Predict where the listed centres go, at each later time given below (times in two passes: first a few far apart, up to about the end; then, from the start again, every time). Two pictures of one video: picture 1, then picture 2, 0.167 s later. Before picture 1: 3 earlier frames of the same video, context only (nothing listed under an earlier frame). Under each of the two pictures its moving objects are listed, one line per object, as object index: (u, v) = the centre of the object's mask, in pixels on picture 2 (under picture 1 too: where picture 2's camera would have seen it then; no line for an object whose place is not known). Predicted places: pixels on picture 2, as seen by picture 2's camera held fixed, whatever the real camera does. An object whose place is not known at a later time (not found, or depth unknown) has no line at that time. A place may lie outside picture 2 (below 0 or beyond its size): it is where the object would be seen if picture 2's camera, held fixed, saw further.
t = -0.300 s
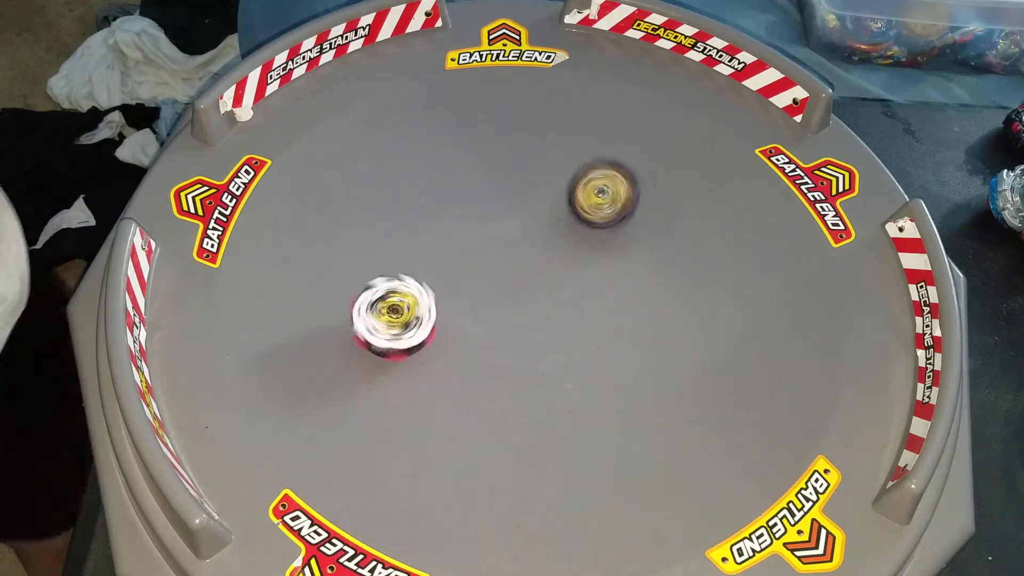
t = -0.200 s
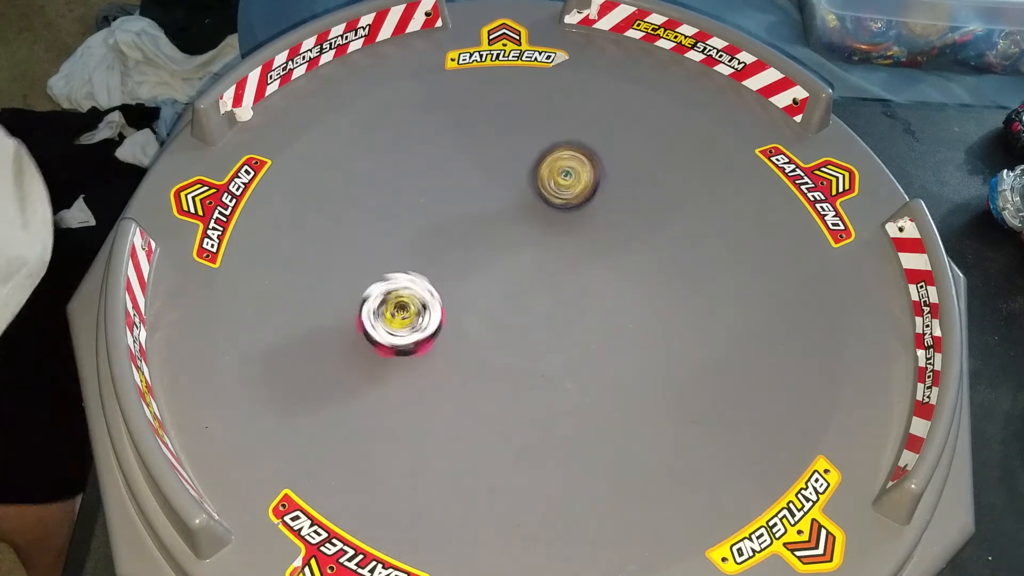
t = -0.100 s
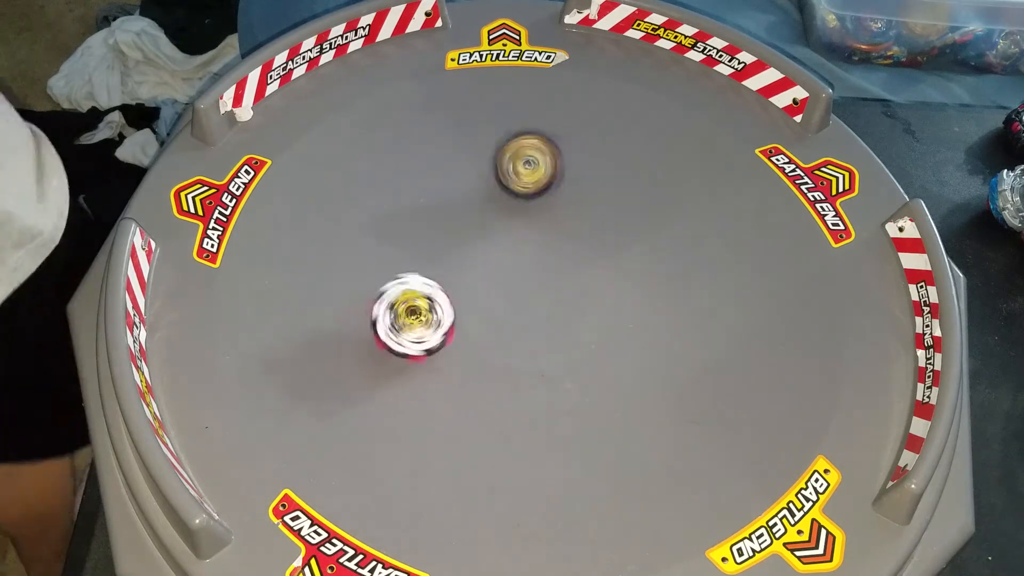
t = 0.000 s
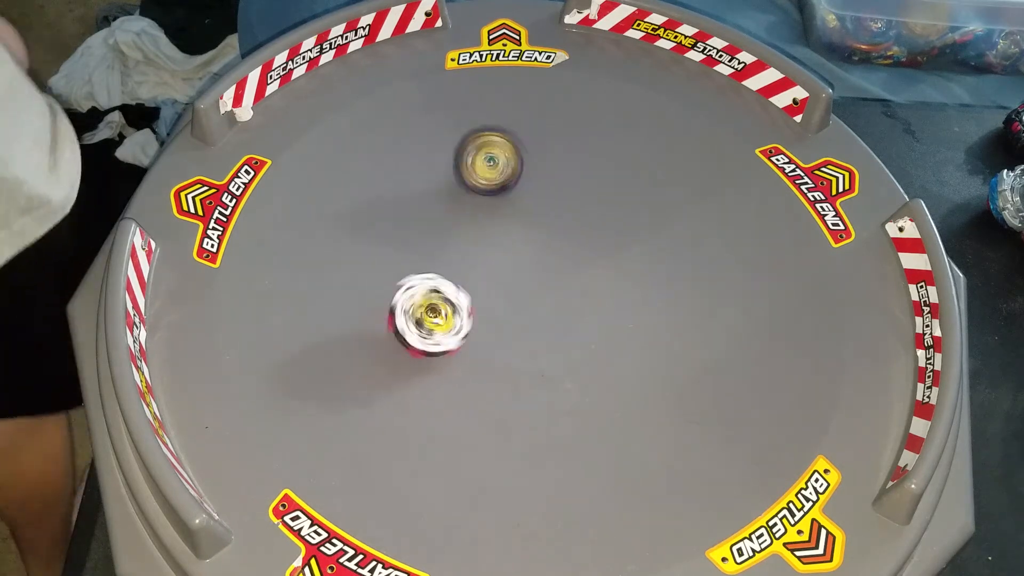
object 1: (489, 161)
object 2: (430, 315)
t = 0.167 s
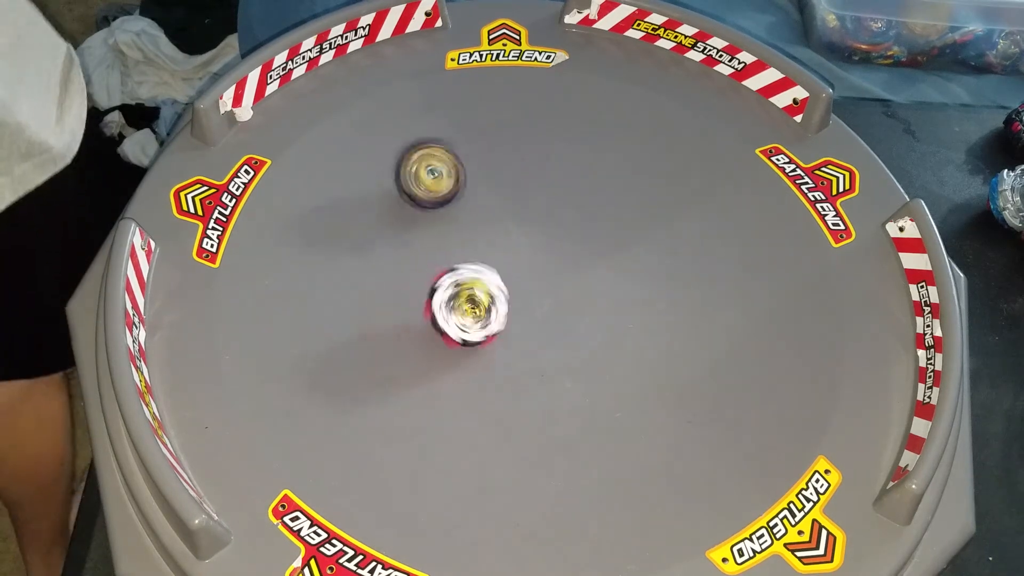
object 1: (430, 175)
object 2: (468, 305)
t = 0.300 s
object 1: (394, 201)
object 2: (505, 296)
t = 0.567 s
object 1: (373, 284)
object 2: (569, 275)
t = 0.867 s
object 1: (449, 375)
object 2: (578, 274)
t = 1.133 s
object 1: (566, 394)
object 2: (578, 274)
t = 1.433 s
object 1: (655, 333)
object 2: (578, 274)
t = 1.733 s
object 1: (654, 242)
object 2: (563, 270)
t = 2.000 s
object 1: (590, 189)
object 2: (556, 267)
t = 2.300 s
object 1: (488, 193)
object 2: (556, 267)
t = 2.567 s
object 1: (430, 251)
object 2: (556, 267)
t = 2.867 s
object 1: (452, 341)
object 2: (556, 267)
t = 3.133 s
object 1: (540, 383)
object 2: (556, 267)
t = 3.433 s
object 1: (626, 353)
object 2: (556, 267)
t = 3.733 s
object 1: (644, 272)
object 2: (539, 272)
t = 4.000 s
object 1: (610, 224)
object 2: (498, 296)
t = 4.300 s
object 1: (545, 236)
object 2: (502, 298)
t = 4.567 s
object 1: (542, 253)
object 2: (493, 323)
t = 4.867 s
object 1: (551, 265)
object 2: (488, 327)
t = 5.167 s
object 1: (548, 270)
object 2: (488, 327)
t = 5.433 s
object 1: (550, 279)
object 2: (488, 327)
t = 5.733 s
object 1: (549, 279)
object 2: (488, 327)
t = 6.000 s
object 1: (533, 274)
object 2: (482, 340)
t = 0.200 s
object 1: (420, 180)
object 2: (477, 304)
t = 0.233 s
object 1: (410, 186)
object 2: (485, 304)
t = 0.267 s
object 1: (402, 193)
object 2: (495, 300)
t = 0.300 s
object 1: (394, 201)
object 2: (505, 296)
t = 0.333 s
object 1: (387, 210)
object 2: (517, 295)
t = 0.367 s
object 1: (381, 218)
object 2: (527, 293)
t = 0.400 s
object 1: (377, 228)
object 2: (536, 290)
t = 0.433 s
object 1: (373, 239)
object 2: (545, 286)
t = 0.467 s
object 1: (372, 250)
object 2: (552, 281)
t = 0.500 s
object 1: (371, 261)
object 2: (559, 277)
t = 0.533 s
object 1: (371, 272)
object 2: (564, 275)
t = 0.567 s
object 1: (373, 284)
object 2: (569, 275)
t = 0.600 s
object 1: (378, 296)
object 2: (572, 274)
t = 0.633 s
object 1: (383, 308)
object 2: (575, 274)
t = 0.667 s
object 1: (389, 319)
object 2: (577, 274)
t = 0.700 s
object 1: (396, 330)
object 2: (578, 274)
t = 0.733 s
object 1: (404, 341)
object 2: (578, 274)
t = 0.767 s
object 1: (414, 350)
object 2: (578, 274)
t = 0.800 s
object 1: (426, 360)
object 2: (578, 274)
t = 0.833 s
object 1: (437, 368)
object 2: (578, 274)
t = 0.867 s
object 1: (449, 375)
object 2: (578, 274)
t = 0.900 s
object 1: (463, 382)
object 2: (578, 274)
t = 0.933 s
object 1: (478, 387)
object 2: (578, 274)
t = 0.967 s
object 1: (493, 391)
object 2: (578, 274)
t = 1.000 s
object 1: (506, 394)
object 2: (578, 274)
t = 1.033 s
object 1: (522, 396)
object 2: (578, 274)
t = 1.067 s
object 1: (537, 396)
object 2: (578, 274)
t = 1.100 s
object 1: (552, 396)
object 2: (578, 274)
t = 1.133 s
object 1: (566, 394)
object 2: (578, 274)
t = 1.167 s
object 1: (579, 390)
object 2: (578, 274)
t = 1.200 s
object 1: (593, 386)
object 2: (578, 274)
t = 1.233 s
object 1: (606, 381)
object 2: (578, 274)
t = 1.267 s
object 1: (616, 375)
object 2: (578, 274)
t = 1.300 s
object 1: (626, 367)
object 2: (578, 274)
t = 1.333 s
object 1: (636, 360)
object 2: (578, 274)
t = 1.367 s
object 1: (643, 352)
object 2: (578, 274)
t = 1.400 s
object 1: (649, 343)
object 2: (578, 274)
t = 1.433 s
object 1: (655, 333)
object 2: (578, 274)
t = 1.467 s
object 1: (659, 324)
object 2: (578, 274)
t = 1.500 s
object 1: (660, 314)
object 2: (578, 274)
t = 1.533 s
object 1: (662, 304)
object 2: (578, 274)
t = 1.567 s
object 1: (661, 293)
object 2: (578, 274)
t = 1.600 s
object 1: (660, 282)
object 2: (577, 274)
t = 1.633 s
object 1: (663, 272)
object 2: (572, 274)
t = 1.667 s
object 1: (661, 261)
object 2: (569, 273)
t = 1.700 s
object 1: (659, 252)
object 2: (566, 272)
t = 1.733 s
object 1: (654, 242)
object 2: (563, 270)
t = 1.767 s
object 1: (650, 234)
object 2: (559, 268)
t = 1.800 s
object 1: (644, 225)
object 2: (556, 266)
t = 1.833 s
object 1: (637, 217)
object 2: (556, 265)
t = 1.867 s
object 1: (629, 210)
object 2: (555, 264)
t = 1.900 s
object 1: (620, 203)
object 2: (556, 264)
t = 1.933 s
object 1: (611, 198)
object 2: (556, 266)
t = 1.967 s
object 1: (601, 193)
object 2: (556, 267)
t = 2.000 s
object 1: (590, 189)
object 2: (556, 267)
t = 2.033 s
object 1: (579, 186)
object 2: (556, 267)
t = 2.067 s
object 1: (568, 184)
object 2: (556, 267)
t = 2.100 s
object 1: (557, 183)
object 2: (556, 267)
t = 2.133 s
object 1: (544, 182)
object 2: (556, 267)
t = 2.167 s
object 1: (533, 183)
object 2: (556, 267)
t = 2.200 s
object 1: (521, 184)
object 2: (556, 267)
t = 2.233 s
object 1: (510, 186)
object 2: (556, 267)
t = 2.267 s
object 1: (499, 189)
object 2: (556, 267)
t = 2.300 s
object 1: (488, 193)
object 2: (556, 267)
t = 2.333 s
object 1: (478, 197)
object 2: (556, 267)
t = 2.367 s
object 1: (469, 203)
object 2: (556, 267)
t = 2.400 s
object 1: (460, 210)
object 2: (556, 267)
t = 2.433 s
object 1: (452, 217)
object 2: (556, 267)
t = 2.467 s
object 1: (444, 224)
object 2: (556, 267)
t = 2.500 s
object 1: (439, 233)
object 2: (556, 267)
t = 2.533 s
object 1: (434, 242)
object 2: (556, 267)
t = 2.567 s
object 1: (430, 251)
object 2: (556, 267)
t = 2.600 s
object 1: (427, 261)
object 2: (556, 267)
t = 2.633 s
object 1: (426, 271)
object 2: (556, 267)
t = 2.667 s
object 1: (426, 282)
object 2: (556, 267)
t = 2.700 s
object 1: (427, 291)
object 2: (556, 267)
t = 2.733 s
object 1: (430, 303)
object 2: (556, 267)
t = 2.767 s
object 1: (432, 312)
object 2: (556, 267)
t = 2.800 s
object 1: (438, 323)
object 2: (556, 267)
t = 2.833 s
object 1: (444, 332)
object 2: (556, 267)
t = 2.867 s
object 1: (452, 341)
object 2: (556, 267)
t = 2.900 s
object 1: (460, 349)
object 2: (556, 267)
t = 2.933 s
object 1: (470, 357)
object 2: (556, 267)
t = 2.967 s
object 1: (479, 363)
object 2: (556, 267)
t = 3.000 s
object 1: (491, 369)
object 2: (556, 267)
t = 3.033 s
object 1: (502, 374)
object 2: (556, 267)
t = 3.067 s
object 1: (516, 378)
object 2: (556, 267)
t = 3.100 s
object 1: (528, 382)
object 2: (556, 267)
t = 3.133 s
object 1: (540, 383)
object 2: (556, 267)
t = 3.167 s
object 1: (553, 384)
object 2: (556, 267)
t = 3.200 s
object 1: (564, 383)
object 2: (556, 267)
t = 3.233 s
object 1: (575, 382)
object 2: (556, 267)
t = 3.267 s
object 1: (587, 379)
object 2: (556, 267)
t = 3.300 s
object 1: (596, 376)
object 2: (556, 267)
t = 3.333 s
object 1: (606, 371)
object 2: (556, 267)
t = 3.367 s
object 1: (613, 366)
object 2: (556, 267)
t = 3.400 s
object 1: (621, 359)
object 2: (556, 267)
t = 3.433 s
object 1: (626, 353)
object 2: (556, 267)
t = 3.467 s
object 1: (632, 345)
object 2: (556, 267)
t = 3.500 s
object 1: (634, 337)
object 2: (556, 267)
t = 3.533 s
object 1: (637, 328)
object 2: (556, 267)
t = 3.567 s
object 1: (638, 319)
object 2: (556, 267)
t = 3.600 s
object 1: (637, 311)
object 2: (556, 267)
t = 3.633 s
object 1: (637, 301)
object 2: (556, 267)
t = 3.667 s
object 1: (634, 293)
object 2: (556, 267)
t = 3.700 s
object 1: (638, 282)
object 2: (549, 268)
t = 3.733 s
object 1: (644, 272)
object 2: (539, 272)
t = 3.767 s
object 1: (647, 263)
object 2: (533, 277)
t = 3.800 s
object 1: (645, 254)
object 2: (527, 282)
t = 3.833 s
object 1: (640, 246)
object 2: (521, 285)
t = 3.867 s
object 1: (635, 241)
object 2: (515, 287)
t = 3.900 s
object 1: (631, 236)
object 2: (509, 289)
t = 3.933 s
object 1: (625, 231)
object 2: (503, 292)
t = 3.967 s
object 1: (618, 227)
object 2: (500, 294)
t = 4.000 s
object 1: (610, 224)
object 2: (498, 296)
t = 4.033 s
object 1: (602, 223)
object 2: (498, 296)
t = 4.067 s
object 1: (594, 221)
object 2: (498, 296)
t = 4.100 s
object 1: (585, 221)
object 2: (498, 296)
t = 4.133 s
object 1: (577, 223)
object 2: (500, 294)
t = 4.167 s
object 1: (569, 225)
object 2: (502, 294)
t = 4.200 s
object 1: (561, 229)
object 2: (503, 293)
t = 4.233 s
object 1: (554, 234)
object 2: (505, 293)
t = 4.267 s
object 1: (548, 236)
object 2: (504, 295)
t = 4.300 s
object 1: (545, 236)
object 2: (502, 298)
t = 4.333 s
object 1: (543, 239)
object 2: (500, 299)
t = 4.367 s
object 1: (541, 242)
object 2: (498, 299)
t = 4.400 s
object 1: (540, 243)
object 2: (497, 303)
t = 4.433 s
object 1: (537, 243)
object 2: (496, 308)
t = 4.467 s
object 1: (536, 245)
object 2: (496, 312)
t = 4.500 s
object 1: (538, 248)
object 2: (495, 317)
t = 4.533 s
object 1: (541, 251)
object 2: (494, 320)
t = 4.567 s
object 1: (542, 253)
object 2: (493, 323)
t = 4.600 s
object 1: (543, 255)
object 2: (493, 325)
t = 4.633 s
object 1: (544, 258)
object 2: (491, 326)
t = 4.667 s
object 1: (546, 261)
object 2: (489, 326)
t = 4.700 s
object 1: (547, 263)
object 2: (488, 327)
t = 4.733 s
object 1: (548, 263)
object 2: (488, 328)
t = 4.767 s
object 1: (549, 264)
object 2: (488, 329)
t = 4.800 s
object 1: (550, 266)
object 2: (488, 329)
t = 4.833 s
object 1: (551, 266)
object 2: (488, 328)
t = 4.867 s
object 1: (551, 265)
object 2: (488, 327)
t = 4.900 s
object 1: (549, 264)
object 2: (488, 327)
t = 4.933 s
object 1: (550, 264)
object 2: (488, 327)
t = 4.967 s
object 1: (551, 265)
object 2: (488, 327)
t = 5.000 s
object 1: (551, 266)
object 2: (488, 327)
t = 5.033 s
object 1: (551, 268)
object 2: (488, 327)
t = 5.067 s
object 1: (551, 270)
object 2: (488, 327)
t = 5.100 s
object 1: (550, 269)
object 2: (488, 327)
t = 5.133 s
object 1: (548, 269)
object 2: (488, 327)
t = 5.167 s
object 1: (548, 270)
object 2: (488, 327)
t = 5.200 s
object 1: (550, 272)
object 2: (488, 327)
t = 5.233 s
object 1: (549, 274)
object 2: (488, 327)
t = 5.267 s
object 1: (547, 275)
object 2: (488, 327)
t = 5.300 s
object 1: (547, 276)
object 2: (488, 327)
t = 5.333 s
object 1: (548, 276)
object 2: (488, 327)
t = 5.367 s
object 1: (549, 278)
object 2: (488, 327)
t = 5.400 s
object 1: (550, 279)
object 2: (488, 327)
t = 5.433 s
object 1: (550, 279)
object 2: (488, 327)
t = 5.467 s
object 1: (550, 278)
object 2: (488, 327)
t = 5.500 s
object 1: (550, 277)
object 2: (488, 327)
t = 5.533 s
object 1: (551, 278)
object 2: (488, 327)
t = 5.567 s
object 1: (551, 280)
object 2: (488, 327)
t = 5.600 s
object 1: (551, 280)
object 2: (488, 327)
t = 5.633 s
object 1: (551, 282)
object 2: (488, 327)
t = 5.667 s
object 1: (550, 282)
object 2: (488, 328)
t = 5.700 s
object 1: (549, 280)
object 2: (488, 328)
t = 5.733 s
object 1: (549, 279)
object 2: (488, 327)
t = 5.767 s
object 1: (549, 280)
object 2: (488, 327)
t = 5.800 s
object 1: (549, 283)
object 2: (488, 327)
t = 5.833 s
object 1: (548, 282)
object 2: (487, 330)
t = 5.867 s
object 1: (547, 278)
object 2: (486, 334)
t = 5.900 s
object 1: (544, 276)
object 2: (485, 336)
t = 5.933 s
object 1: (541, 273)
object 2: (483, 338)
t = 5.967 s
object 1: (536, 273)
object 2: (483, 339)
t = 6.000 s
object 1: (533, 274)
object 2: (482, 340)
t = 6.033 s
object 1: (530, 277)
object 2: (482, 340)
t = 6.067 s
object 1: (531, 279)
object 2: (482, 339)
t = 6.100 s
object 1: (534, 281)
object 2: (483, 339)
